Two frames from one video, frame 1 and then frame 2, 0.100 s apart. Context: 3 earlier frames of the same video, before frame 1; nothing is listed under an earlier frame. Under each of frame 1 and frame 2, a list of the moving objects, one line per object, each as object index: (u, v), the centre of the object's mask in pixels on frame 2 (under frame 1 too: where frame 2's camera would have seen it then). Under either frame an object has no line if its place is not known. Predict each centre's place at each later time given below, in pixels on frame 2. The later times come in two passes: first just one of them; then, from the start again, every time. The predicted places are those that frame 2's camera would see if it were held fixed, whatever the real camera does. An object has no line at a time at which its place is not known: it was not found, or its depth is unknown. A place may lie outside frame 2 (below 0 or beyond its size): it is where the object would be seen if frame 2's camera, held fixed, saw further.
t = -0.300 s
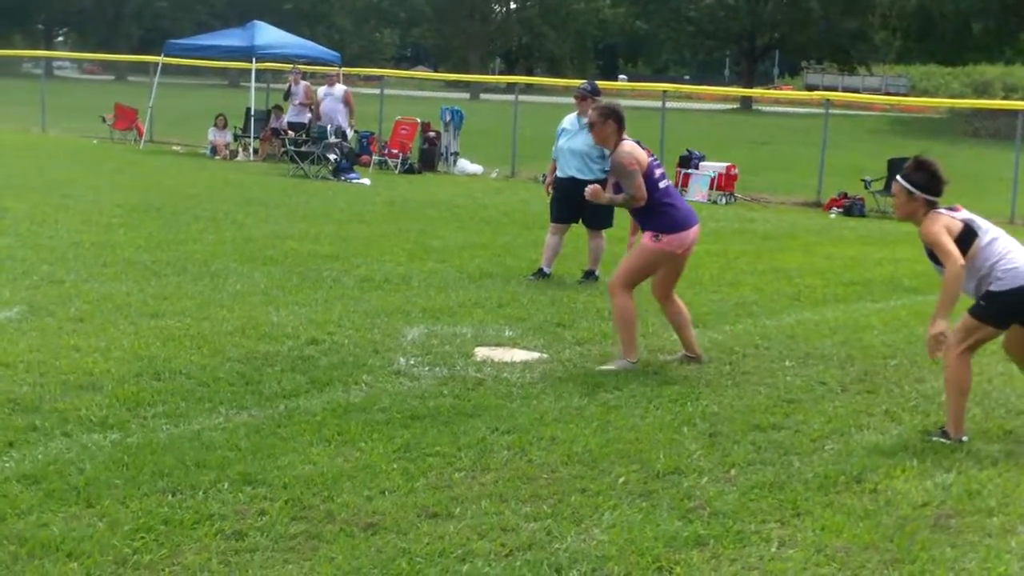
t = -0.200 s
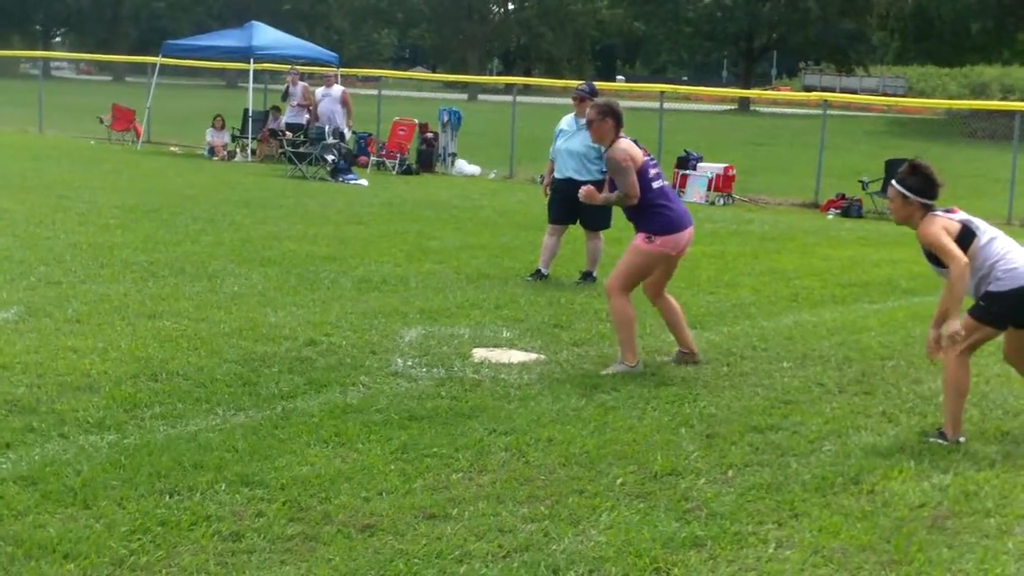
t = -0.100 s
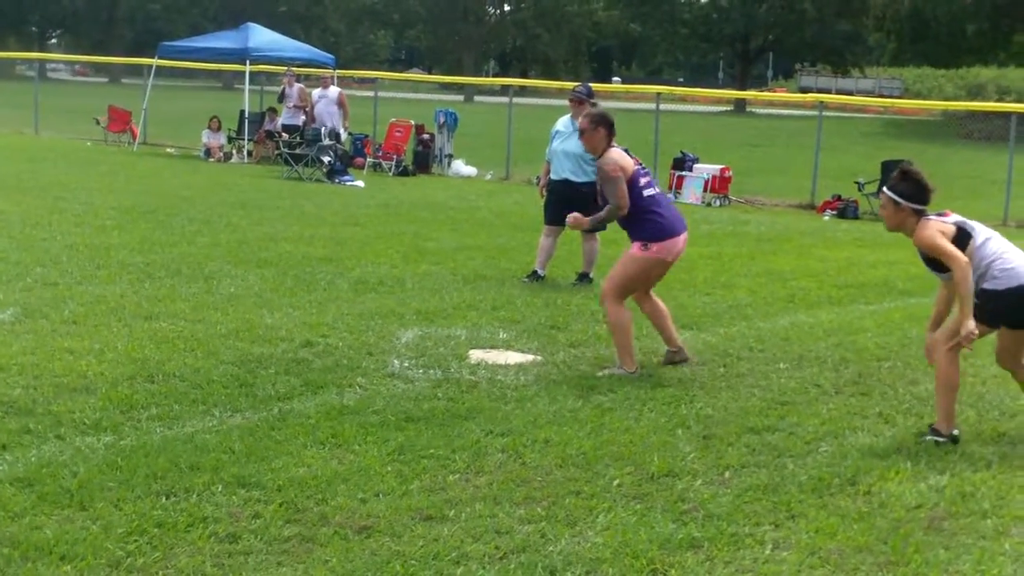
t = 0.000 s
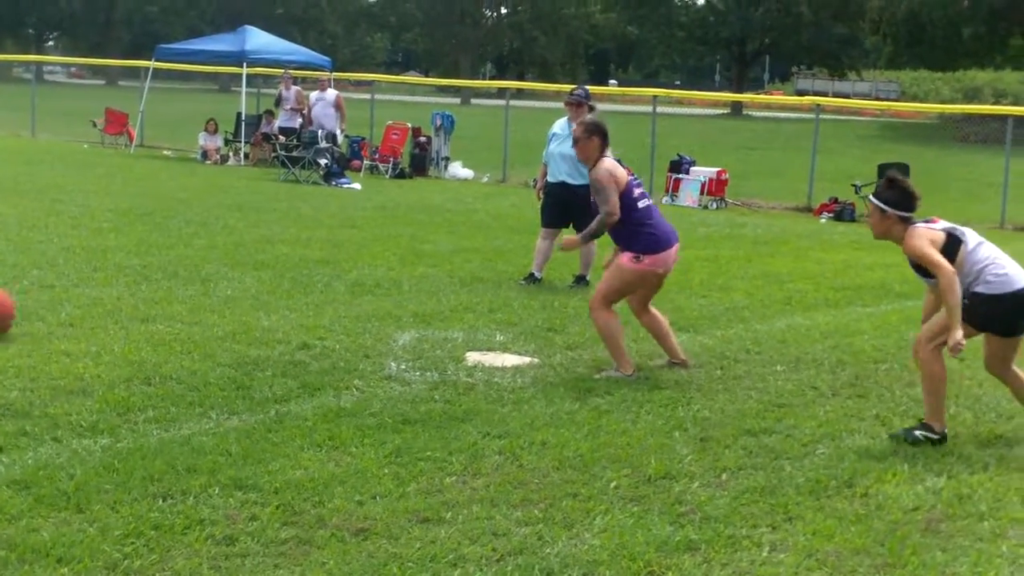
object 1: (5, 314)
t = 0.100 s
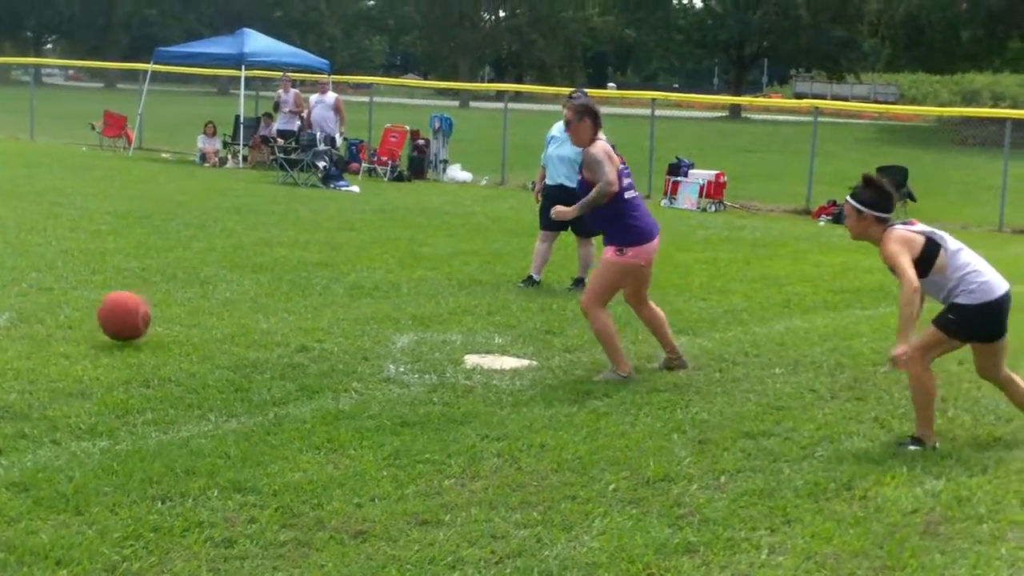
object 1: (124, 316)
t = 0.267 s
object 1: (341, 313)
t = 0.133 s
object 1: (167, 312)
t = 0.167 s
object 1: (211, 308)
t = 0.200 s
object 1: (255, 307)
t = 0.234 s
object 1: (298, 309)
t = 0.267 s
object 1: (341, 313)
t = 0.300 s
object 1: (384, 318)
